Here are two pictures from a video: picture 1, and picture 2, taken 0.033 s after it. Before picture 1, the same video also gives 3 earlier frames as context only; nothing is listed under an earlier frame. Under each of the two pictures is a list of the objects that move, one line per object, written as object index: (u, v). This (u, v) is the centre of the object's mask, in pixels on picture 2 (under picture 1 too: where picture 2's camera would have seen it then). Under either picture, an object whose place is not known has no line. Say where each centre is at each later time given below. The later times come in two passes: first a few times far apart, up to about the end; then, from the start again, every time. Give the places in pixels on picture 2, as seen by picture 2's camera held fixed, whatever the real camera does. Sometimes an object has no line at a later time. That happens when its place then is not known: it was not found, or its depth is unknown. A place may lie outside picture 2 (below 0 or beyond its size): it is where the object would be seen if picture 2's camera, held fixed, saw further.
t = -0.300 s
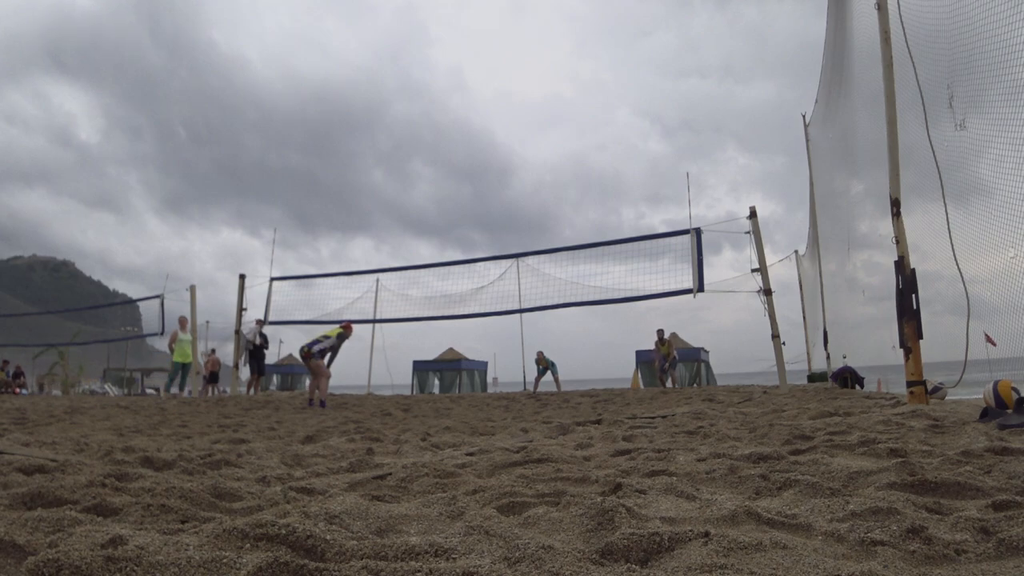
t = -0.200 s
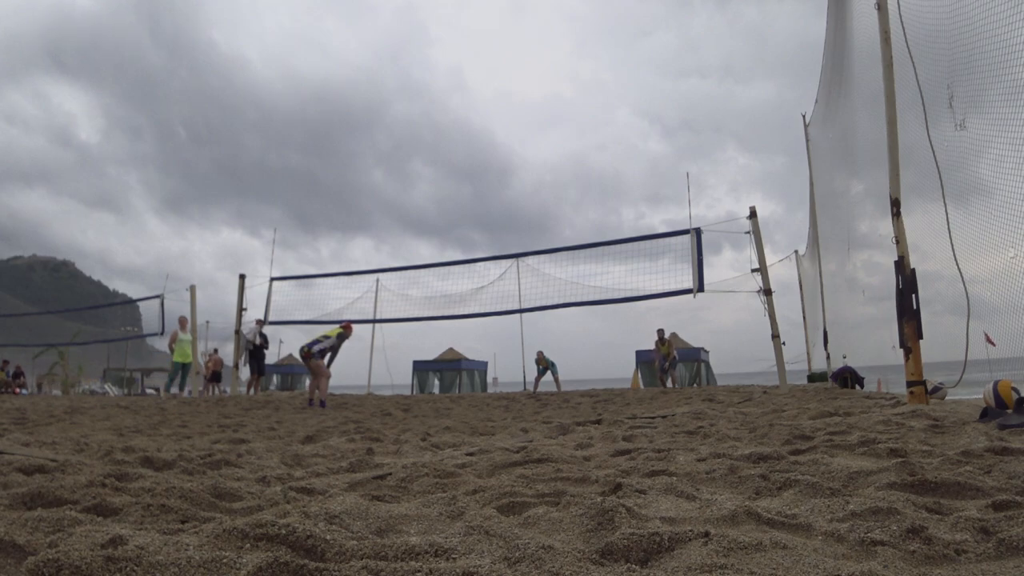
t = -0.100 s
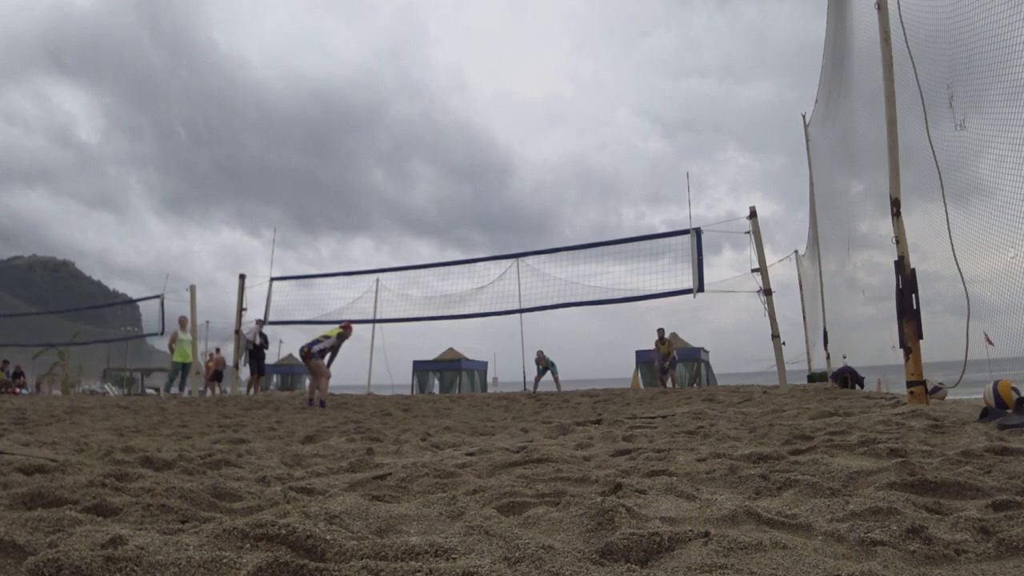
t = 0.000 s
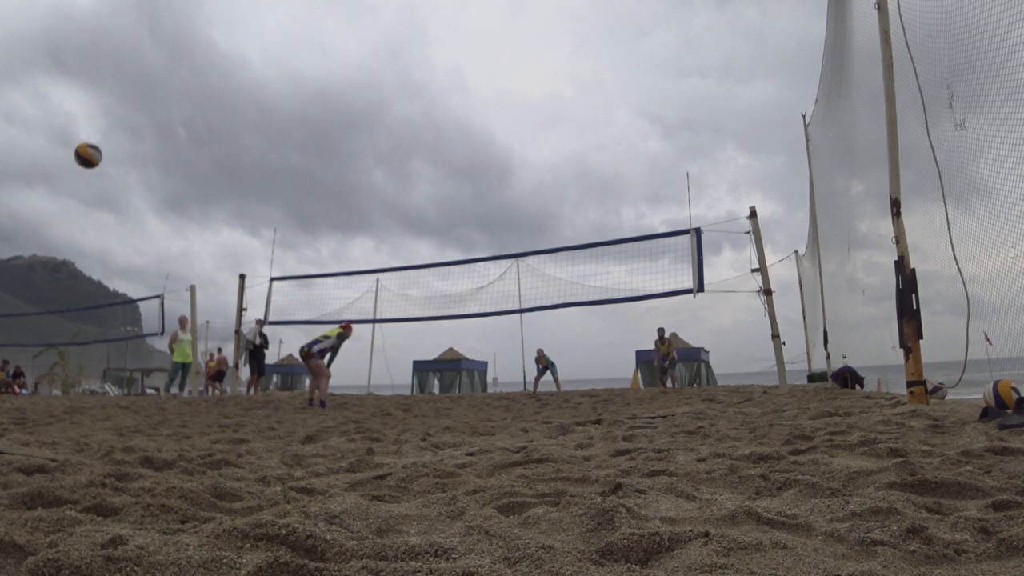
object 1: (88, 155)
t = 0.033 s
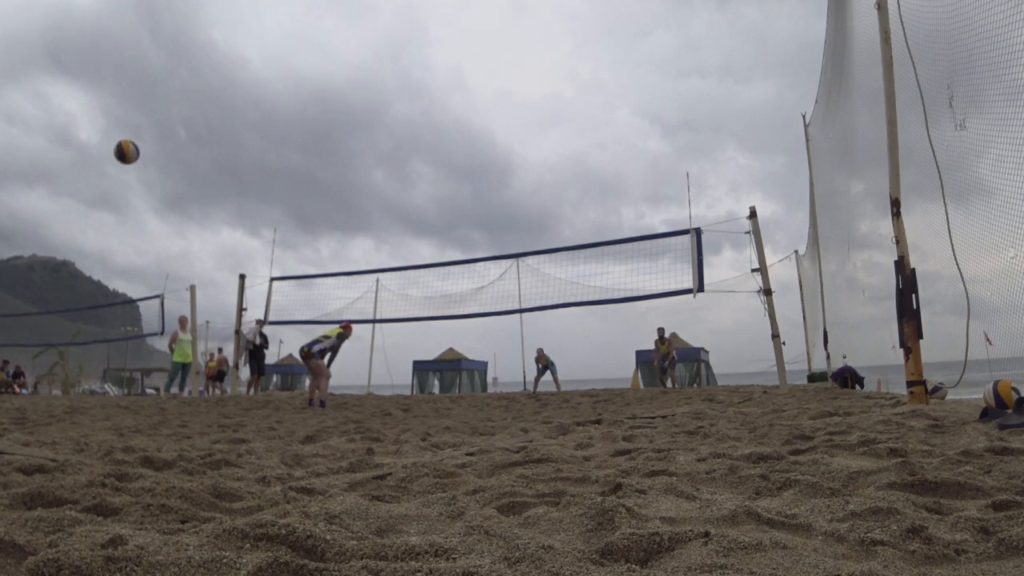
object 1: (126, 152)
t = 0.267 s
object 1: (305, 162)
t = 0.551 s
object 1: (420, 211)
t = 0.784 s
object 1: (481, 266)
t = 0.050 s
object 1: (144, 150)
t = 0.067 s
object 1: (161, 150)
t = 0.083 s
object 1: (177, 149)
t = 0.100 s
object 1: (191, 150)
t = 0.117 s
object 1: (206, 150)
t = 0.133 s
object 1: (219, 151)
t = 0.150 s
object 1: (232, 152)
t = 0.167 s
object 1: (244, 152)
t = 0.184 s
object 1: (255, 154)
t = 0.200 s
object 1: (266, 155)
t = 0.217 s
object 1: (276, 157)
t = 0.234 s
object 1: (286, 158)
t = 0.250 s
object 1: (296, 160)
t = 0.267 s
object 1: (305, 162)
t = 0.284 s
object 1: (314, 164)
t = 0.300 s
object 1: (322, 166)
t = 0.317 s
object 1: (330, 169)
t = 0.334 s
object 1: (338, 171)
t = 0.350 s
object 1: (346, 174)
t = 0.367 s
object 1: (353, 177)
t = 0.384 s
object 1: (360, 179)
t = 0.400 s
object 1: (367, 182)
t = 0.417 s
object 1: (374, 185)
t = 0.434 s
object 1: (380, 188)
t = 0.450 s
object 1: (386, 191)
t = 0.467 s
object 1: (392, 195)
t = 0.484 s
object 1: (398, 198)
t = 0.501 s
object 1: (404, 201)
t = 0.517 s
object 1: (409, 205)
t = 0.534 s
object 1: (415, 208)
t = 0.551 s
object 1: (420, 211)
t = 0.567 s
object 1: (425, 215)
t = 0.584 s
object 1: (430, 219)
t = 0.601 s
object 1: (435, 222)
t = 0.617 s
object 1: (440, 226)
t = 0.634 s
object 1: (444, 230)
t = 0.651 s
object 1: (449, 234)
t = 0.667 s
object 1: (453, 237)
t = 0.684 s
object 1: (457, 241)
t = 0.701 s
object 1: (461, 245)
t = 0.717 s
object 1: (465, 250)
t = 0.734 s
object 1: (469, 254)
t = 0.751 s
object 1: (473, 256)
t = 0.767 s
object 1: (477, 262)
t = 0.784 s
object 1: (481, 266)
